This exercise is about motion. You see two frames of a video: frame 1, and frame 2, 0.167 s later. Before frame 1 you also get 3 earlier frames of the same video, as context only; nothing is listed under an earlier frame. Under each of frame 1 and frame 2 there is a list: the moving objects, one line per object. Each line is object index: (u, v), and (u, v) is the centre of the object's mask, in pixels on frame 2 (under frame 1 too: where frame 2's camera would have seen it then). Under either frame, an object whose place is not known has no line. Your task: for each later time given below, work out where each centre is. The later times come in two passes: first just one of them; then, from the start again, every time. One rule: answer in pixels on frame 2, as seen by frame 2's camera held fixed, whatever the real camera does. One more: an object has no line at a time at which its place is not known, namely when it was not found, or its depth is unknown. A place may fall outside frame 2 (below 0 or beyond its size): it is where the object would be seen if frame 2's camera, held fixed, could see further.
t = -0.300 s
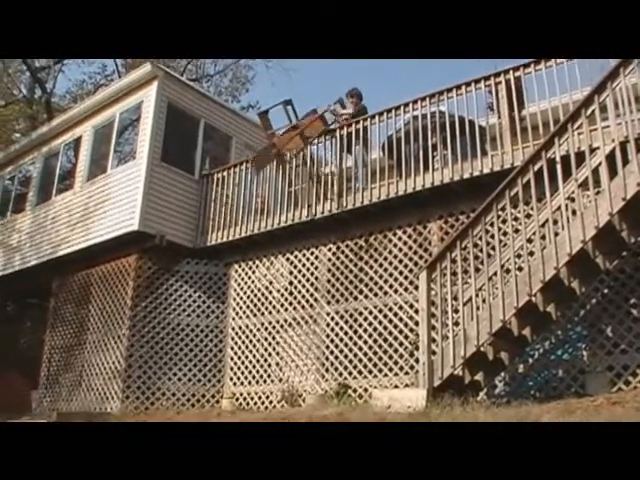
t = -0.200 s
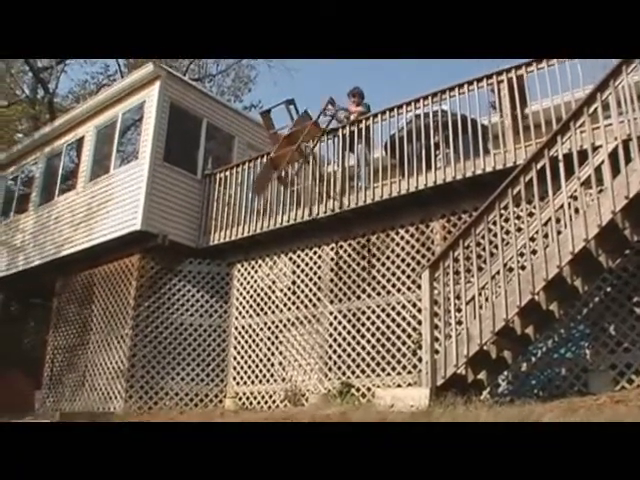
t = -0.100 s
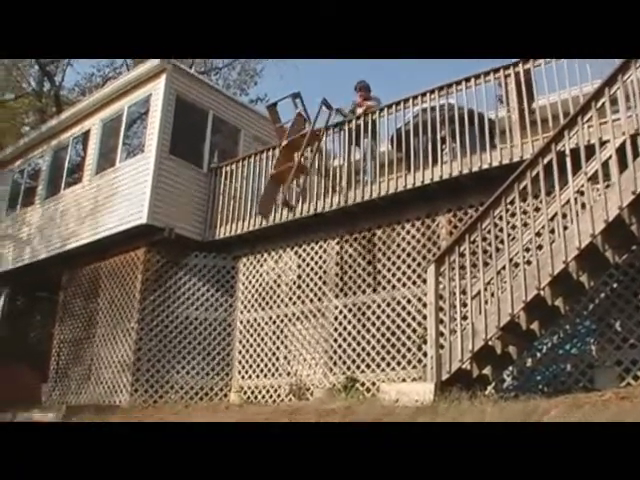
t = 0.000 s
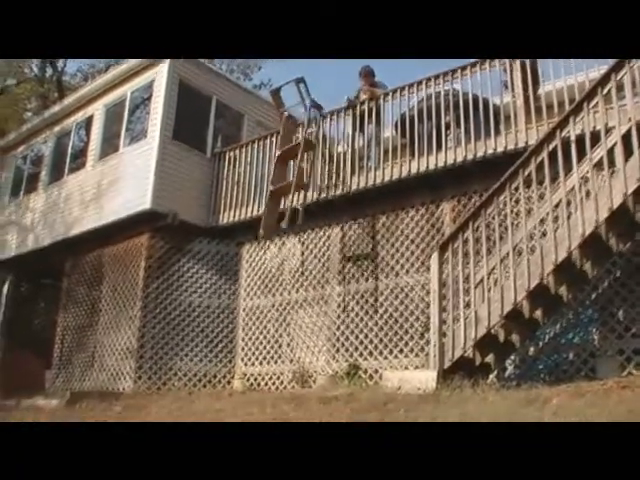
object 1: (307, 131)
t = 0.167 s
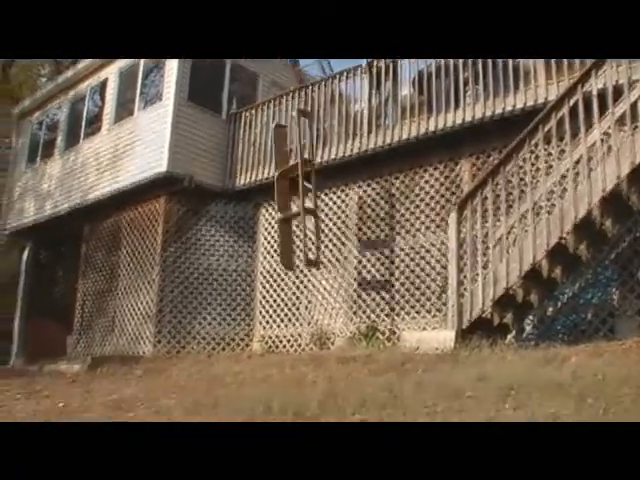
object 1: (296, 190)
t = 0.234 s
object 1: (291, 220)
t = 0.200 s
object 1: (294, 205)
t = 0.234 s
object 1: (291, 220)
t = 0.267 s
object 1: (288, 234)
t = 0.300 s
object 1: (285, 253)
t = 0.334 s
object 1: (280, 268)
